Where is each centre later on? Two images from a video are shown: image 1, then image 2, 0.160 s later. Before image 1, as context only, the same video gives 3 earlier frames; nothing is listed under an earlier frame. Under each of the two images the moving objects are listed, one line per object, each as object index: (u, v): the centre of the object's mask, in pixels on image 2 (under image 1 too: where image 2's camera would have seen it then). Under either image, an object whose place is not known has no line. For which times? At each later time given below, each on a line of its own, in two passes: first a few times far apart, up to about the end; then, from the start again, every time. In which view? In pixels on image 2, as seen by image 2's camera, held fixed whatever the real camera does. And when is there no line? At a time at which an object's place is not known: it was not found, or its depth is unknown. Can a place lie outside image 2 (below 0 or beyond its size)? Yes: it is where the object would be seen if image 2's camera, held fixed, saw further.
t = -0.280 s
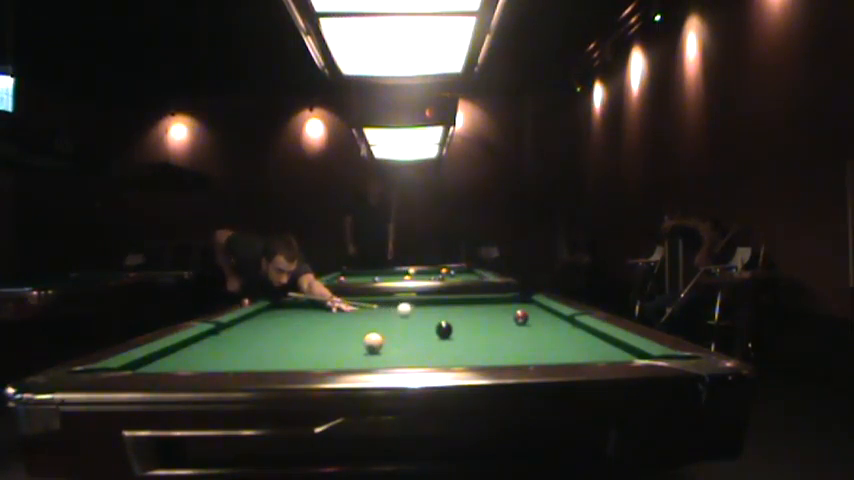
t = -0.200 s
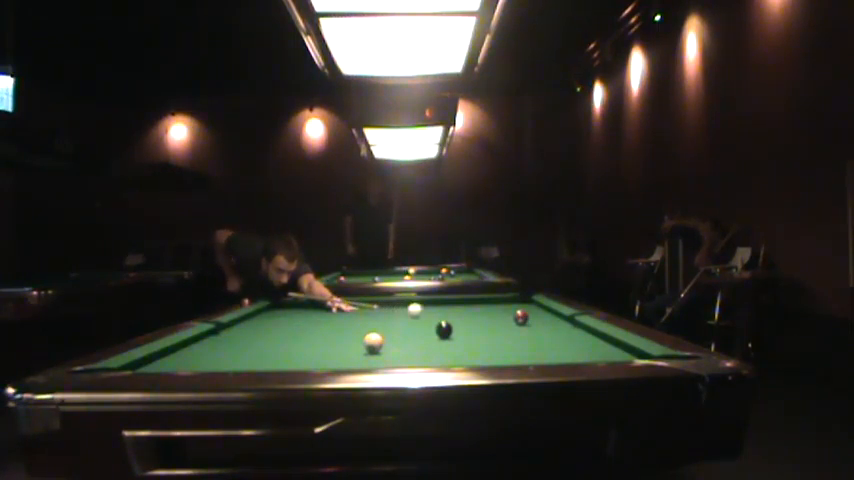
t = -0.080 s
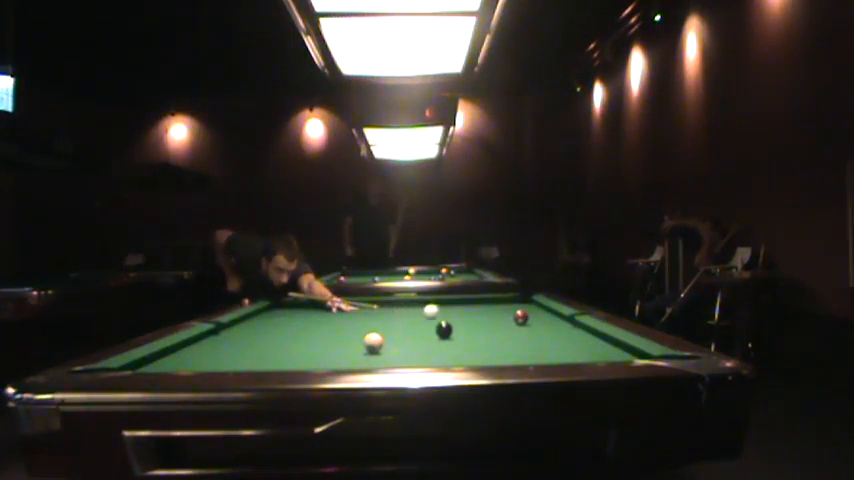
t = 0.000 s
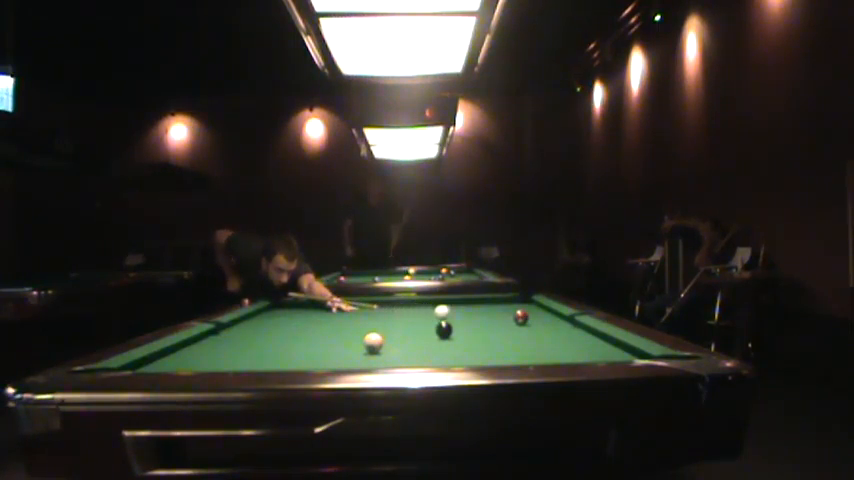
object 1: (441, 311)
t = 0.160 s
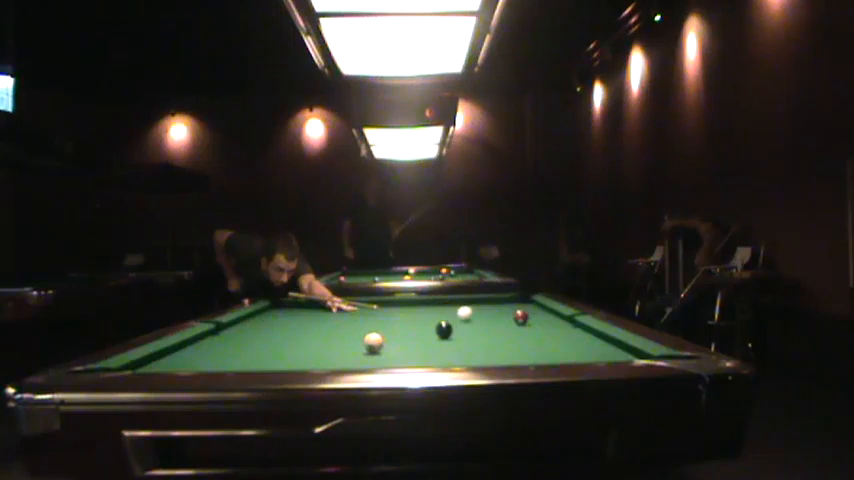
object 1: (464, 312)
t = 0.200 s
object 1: (470, 313)
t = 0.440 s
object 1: (506, 315)
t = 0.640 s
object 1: (508, 317)
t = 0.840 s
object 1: (510, 318)
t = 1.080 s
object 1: (512, 319)
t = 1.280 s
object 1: (515, 320)
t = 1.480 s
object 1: (517, 320)
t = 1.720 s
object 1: (519, 321)
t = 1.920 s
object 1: (521, 322)
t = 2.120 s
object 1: (523, 323)
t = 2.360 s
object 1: (525, 324)
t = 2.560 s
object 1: (526, 324)
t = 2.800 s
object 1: (526, 324)
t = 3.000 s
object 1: (527, 324)
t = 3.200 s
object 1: (527, 324)
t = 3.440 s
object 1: (527, 324)
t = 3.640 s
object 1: (527, 324)
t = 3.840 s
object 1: (527, 324)
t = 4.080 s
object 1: (527, 324)
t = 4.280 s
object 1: (527, 324)
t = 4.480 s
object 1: (527, 324)
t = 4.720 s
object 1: (527, 324)
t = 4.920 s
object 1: (527, 324)
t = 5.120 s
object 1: (527, 324)
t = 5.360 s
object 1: (527, 324)
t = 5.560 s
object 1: (527, 324)
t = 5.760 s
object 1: (527, 324)
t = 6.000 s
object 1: (527, 324)
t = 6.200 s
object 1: (527, 324)
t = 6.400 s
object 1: (527, 324)
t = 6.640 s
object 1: (527, 324)
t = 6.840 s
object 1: (527, 324)
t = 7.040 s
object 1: (527, 324)
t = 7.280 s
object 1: (527, 324)
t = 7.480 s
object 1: (527, 324)
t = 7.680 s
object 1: (527, 324)
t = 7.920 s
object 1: (527, 324)
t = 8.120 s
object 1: (527, 324)
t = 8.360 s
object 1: (527, 324)
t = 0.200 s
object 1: (470, 313)
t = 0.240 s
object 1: (476, 313)
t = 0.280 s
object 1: (482, 313)
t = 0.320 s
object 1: (488, 314)
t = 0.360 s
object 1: (494, 314)
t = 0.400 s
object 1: (500, 315)
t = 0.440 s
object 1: (506, 315)
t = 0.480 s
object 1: (506, 316)
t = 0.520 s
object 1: (506, 316)
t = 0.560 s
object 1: (507, 316)
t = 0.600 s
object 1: (507, 316)
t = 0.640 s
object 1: (508, 317)
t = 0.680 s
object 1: (508, 317)
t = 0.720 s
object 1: (509, 317)
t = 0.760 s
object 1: (509, 317)
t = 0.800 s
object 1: (510, 317)
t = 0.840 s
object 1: (510, 318)
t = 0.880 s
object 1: (511, 318)
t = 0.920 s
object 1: (511, 318)
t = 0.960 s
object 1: (512, 318)
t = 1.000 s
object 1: (512, 318)
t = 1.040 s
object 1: (512, 319)
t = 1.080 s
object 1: (512, 319)
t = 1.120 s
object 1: (513, 319)
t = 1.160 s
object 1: (513, 319)
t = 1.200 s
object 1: (514, 319)
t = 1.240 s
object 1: (514, 319)
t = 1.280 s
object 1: (515, 320)
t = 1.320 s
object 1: (515, 320)
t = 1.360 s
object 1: (516, 320)
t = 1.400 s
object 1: (516, 320)
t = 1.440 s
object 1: (517, 320)
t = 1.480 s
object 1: (517, 320)
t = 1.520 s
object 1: (517, 321)
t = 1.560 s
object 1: (518, 321)
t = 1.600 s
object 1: (518, 321)
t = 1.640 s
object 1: (518, 321)
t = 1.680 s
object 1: (519, 321)
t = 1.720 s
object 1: (519, 321)
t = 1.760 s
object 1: (520, 322)
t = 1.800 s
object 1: (520, 322)
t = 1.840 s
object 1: (520, 322)
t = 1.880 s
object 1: (521, 322)
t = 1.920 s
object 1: (521, 322)
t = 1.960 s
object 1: (521, 323)
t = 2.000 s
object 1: (522, 323)
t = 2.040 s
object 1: (522, 323)
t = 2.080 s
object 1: (523, 323)
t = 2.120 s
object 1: (523, 323)
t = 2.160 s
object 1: (523, 323)
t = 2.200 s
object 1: (524, 323)
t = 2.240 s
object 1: (524, 323)
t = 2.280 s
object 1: (524, 323)
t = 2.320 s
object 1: (525, 324)
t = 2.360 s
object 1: (525, 324)
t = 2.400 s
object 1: (525, 324)
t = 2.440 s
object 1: (525, 324)
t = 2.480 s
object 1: (526, 324)
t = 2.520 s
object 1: (526, 324)
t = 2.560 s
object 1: (526, 324)
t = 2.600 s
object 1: (526, 324)
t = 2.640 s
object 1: (526, 324)
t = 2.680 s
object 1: (526, 324)
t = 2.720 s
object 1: (526, 324)
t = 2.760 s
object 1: (526, 324)
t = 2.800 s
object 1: (526, 324)
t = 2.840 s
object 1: (526, 324)
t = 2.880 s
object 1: (527, 324)
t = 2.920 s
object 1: (527, 324)
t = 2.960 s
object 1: (527, 324)
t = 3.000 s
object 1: (527, 324)
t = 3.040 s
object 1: (527, 324)
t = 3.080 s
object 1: (527, 324)
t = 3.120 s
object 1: (527, 324)
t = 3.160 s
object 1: (527, 324)
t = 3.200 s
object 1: (527, 324)
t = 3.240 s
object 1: (527, 324)
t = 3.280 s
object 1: (527, 324)
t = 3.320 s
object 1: (527, 324)
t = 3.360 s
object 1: (527, 324)
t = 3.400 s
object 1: (527, 324)
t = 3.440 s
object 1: (527, 324)
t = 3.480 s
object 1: (527, 324)
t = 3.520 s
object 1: (527, 324)
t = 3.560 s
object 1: (527, 324)
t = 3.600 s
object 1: (527, 324)
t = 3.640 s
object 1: (527, 324)
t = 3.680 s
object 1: (527, 324)
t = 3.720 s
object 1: (527, 324)
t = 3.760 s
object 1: (527, 324)
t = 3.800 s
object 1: (527, 324)
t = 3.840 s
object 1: (527, 324)
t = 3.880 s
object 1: (527, 324)
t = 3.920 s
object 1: (527, 324)
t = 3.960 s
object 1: (527, 324)
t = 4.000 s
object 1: (527, 324)
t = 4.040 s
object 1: (527, 324)
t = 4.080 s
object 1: (527, 324)
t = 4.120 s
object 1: (527, 324)
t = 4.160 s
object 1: (527, 324)
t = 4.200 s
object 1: (527, 324)
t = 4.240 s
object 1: (527, 324)
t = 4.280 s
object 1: (527, 324)
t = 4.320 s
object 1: (527, 324)
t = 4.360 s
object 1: (527, 324)
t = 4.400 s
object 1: (527, 324)
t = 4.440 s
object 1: (527, 324)
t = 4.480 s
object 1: (527, 324)
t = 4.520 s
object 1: (527, 324)
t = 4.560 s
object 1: (527, 324)
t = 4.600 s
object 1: (527, 324)
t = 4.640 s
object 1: (527, 324)
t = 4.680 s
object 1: (527, 324)
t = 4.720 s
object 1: (527, 324)
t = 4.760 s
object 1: (527, 324)
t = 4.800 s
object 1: (527, 324)
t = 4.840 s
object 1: (527, 324)
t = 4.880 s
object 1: (527, 324)
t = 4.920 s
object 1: (527, 324)
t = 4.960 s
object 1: (527, 324)
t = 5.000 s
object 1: (527, 324)
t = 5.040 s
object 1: (527, 324)
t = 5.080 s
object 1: (527, 324)
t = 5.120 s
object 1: (527, 324)
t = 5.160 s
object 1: (527, 324)
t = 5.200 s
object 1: (527, 324)
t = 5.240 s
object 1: (527, 324)
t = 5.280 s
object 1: (527, 324)
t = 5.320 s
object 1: (527, 324)
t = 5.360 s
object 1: (527, 324)
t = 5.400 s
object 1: (527, 324)
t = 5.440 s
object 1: (527, 324)
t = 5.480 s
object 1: (527, 324)
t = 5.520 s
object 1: (527, 324)
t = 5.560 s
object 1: (527, 324)
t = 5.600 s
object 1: (527, 324)
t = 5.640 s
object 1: (527, 324)
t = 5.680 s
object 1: (527, 324)
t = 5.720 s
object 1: (527, 324)
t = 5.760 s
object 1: (527, 324)
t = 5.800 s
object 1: (527, 324)
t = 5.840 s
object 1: (527, 324)
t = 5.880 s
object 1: (527, 324)
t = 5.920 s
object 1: (527, 324)
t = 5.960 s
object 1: (527, 324)
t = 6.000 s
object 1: (527, 324)
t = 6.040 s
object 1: (527, 324)
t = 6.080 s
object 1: (527, 324)
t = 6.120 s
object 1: (527, 324)
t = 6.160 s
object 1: (527, 324)
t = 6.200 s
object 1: (527, 324)
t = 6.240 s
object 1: (527, 324)
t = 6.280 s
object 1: (527, 324)
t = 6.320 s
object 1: (527, 324)
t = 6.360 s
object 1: (527, 324)
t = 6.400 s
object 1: (527, 324)
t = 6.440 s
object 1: (527, 324)
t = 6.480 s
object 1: (527, 324)
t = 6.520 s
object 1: (527, 324)
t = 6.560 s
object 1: (527, 324)
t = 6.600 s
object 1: (527, 324)
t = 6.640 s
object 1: (527, 324)
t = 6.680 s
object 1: (527, 324)
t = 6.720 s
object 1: (527, 324)
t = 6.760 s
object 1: (527, 324)
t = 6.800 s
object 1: (527, 324)
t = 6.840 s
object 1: (527, 324)
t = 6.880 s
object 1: (527, 324)
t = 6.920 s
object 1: (527, 324)
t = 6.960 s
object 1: (527, 324)
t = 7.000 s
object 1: (527, 324)
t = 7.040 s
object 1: (527, 324)
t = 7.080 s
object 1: (527, 324)
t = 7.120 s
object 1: (527, 324)
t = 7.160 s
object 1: (527, 324)
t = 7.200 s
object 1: (527, 324)
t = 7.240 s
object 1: (527, 324)
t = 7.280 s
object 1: (527, 324)
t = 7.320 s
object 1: (527, 324)
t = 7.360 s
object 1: (527, 324)
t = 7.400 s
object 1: (527, 324)
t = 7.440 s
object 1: (527, 324)
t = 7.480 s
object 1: (527, 324)
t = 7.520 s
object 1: (527, 324)
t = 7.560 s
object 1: (527, 324)
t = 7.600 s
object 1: (527, 324)
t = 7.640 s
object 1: (527, 324)
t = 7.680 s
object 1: (527, 324)
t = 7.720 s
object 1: (527, 324)
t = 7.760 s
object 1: (527, 324)
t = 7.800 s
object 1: (527, 324)
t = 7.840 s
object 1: (527, 324)
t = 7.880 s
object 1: (527, 324)
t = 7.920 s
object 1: (527, 324)
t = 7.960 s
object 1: (527, 324)
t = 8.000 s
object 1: (527, 324)
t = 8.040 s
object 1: (527, 324)
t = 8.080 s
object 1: (527, 324)
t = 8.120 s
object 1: (527, 324)
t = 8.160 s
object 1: (527, 324)
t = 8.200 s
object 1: (527, 324)
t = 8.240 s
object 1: (527, 324)
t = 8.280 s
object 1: (527, 324)
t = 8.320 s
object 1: (527, 324)
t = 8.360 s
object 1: (527, 324)
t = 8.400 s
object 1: (527, 324)
